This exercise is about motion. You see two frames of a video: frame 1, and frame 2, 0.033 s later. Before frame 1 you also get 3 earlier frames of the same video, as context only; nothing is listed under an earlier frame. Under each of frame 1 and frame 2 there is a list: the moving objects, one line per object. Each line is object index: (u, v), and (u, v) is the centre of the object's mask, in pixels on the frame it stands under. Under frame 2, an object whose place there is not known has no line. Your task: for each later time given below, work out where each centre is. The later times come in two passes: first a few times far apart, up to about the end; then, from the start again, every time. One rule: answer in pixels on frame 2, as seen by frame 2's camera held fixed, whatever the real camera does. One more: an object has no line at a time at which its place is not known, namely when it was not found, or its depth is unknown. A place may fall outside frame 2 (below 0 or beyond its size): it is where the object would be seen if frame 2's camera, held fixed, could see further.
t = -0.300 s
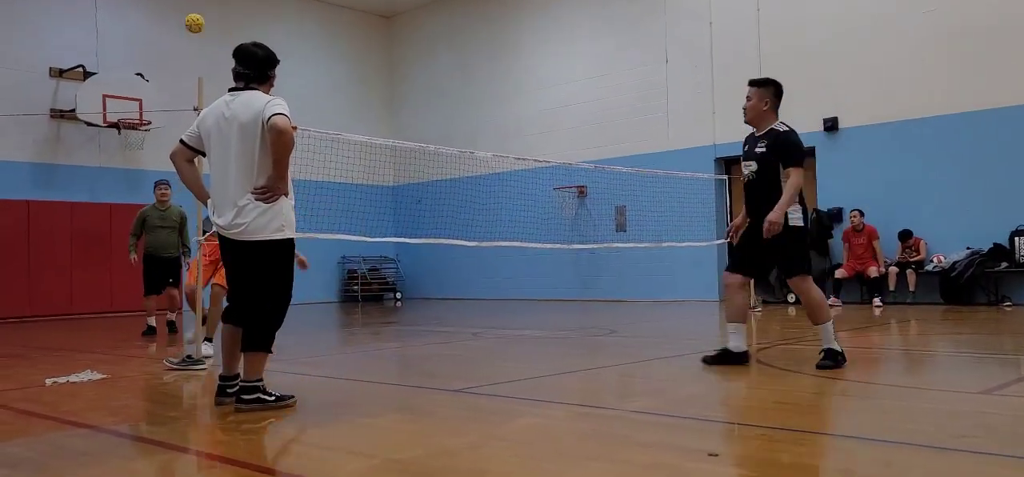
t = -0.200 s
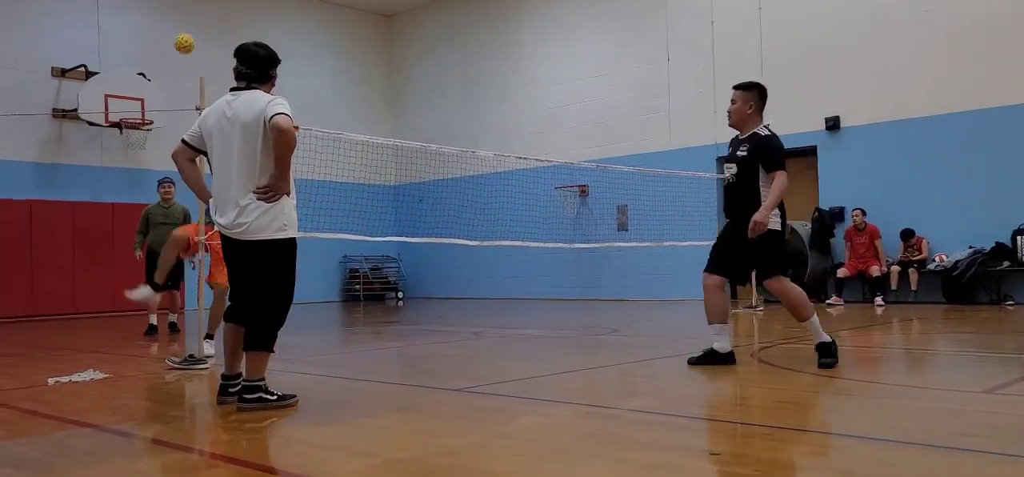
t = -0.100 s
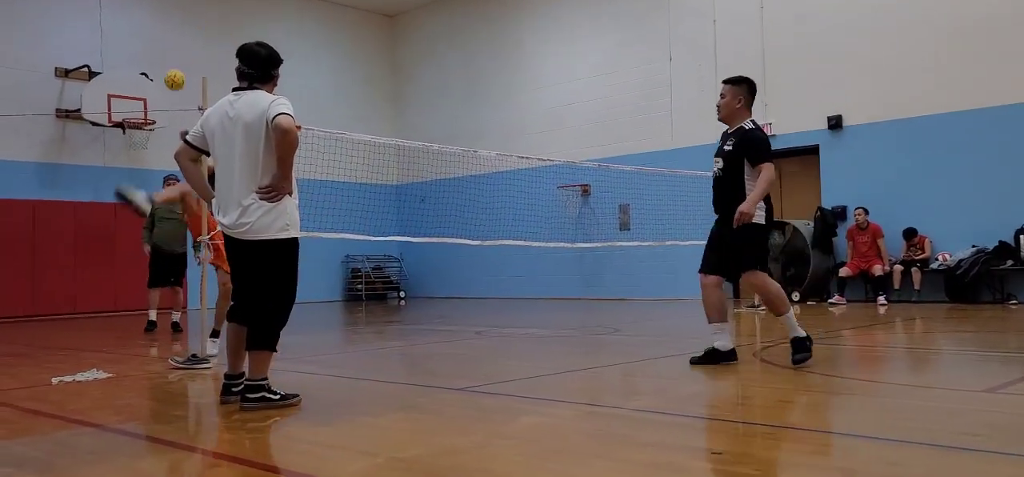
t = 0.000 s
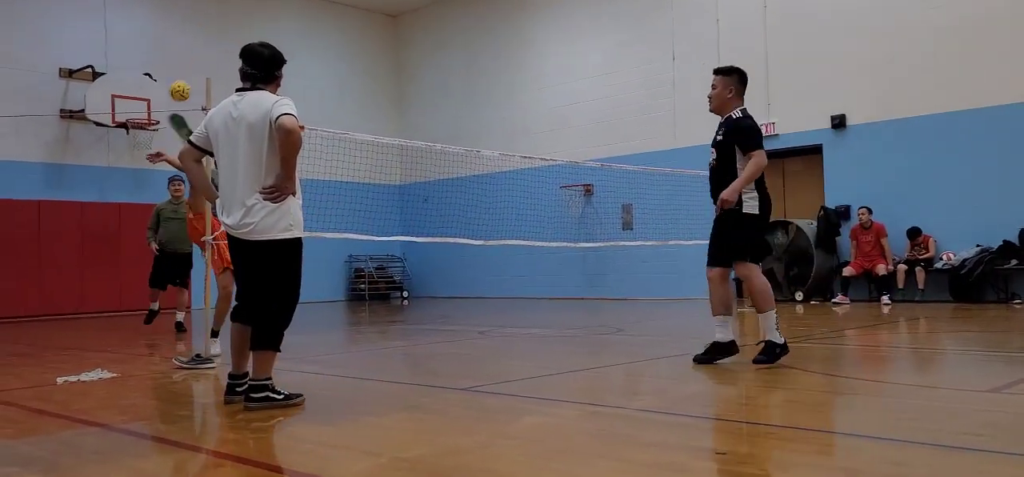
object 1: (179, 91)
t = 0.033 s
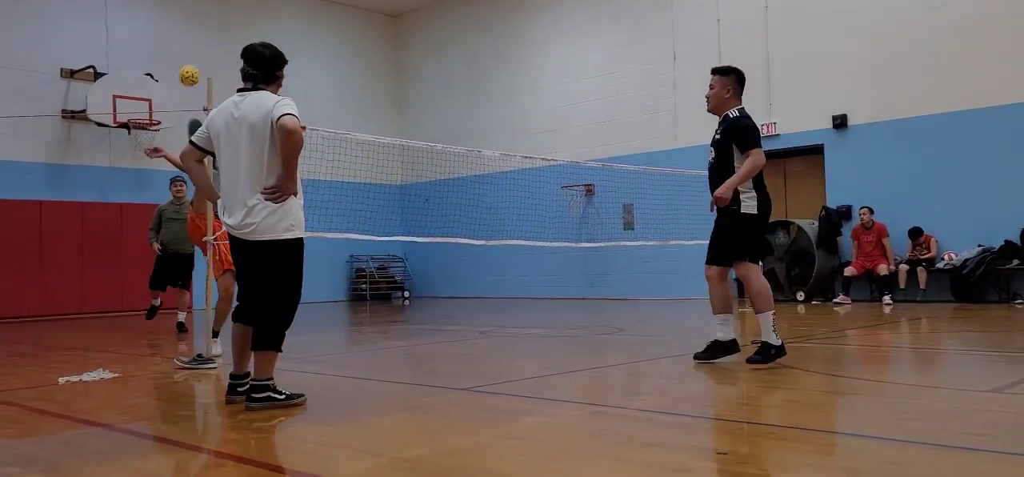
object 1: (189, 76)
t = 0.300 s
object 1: (246, 13)
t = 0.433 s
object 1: (276, 20)
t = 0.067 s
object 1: (196, 62)
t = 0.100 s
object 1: (204, 50)
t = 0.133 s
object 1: (210, 40)
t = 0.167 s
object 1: (217, 31)
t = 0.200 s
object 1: (225, 25)
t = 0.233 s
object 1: (232, 19)
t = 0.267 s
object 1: (239, 16)
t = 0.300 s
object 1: (246, 13)
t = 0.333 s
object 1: (254, 13)
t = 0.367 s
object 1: (261, 14)
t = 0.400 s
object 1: (269, 16)
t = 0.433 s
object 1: (276, 20)
